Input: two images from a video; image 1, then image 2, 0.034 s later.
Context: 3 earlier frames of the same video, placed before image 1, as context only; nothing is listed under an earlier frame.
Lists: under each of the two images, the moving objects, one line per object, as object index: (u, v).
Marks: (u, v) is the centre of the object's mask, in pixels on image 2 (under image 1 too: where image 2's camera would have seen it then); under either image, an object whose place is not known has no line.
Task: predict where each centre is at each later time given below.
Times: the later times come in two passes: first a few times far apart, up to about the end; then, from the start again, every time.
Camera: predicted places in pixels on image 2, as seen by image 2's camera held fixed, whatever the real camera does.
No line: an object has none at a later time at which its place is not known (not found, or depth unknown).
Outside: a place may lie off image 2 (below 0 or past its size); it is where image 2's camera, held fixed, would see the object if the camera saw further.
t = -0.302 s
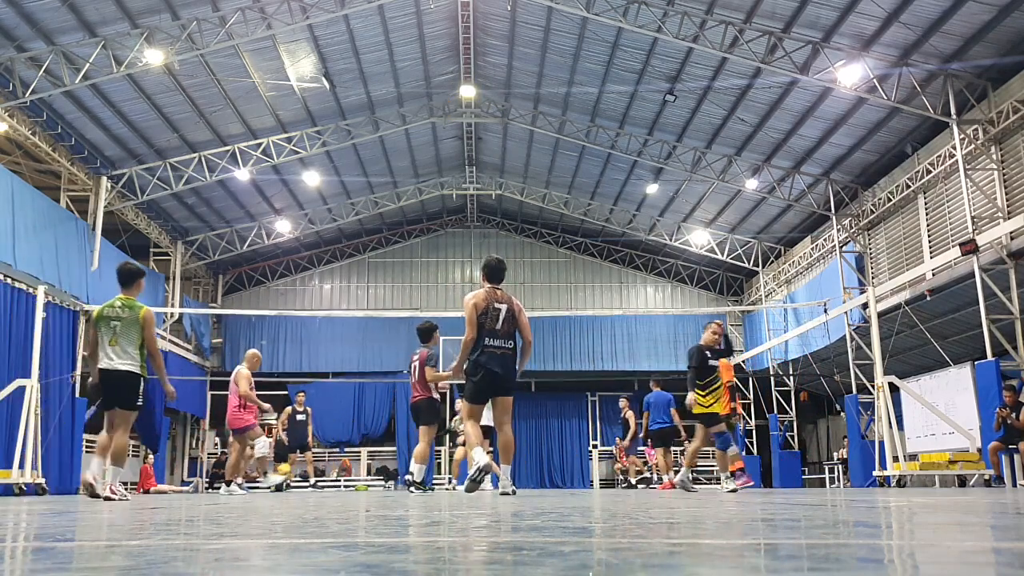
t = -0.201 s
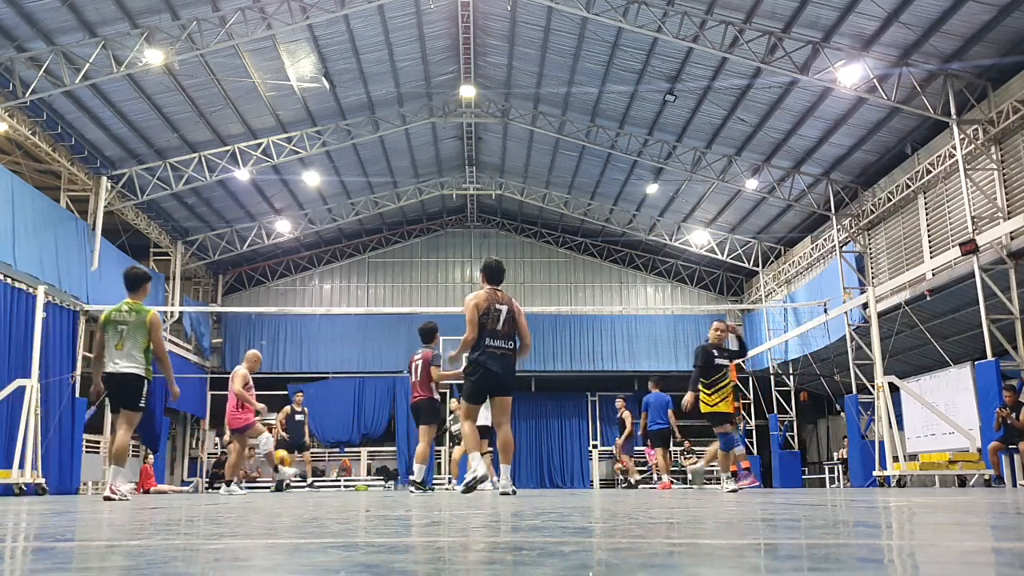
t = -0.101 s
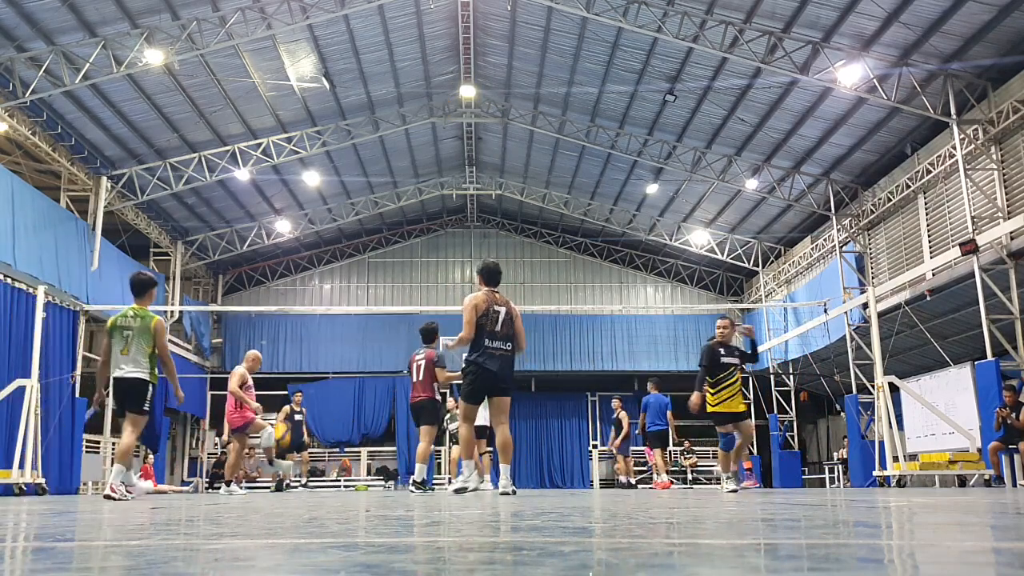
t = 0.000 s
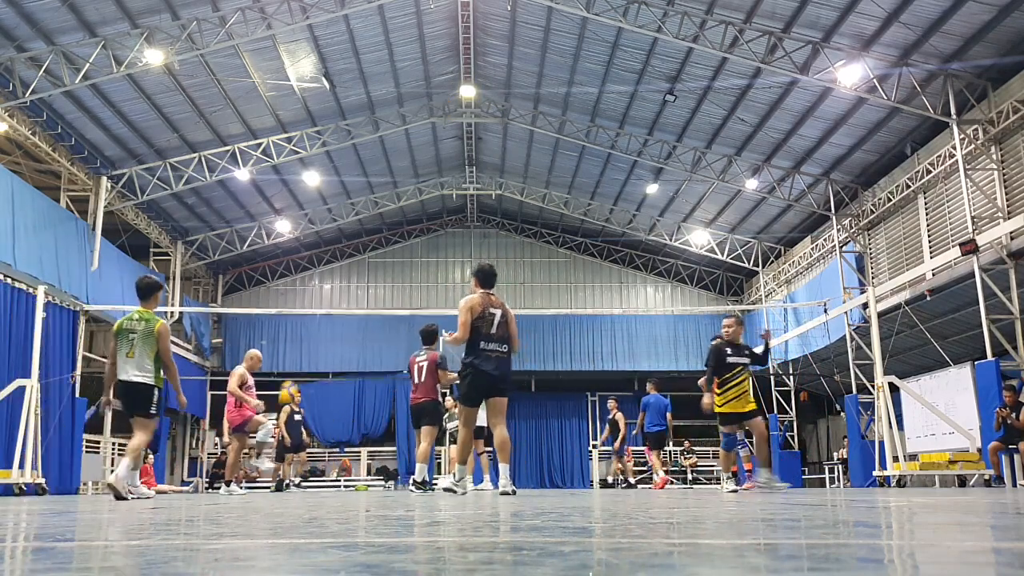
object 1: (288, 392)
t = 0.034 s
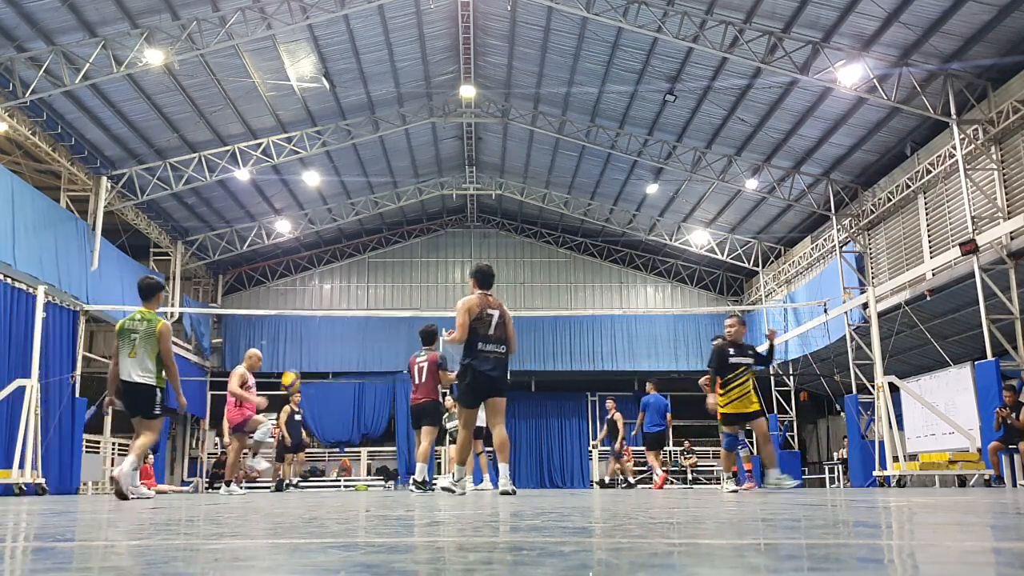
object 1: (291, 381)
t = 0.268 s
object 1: (305, 328)
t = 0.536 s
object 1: (320, 324)
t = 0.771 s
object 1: (333, 375)
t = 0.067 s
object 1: (292, 371)
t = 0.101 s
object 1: (295, 362)
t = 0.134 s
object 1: (297, 353)
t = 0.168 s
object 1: (299, 345)
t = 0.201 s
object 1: (301, 338)
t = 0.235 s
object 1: (303, 333)
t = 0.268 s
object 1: (305, 328)
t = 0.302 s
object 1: (308, 324)
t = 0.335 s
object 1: (309, 322)
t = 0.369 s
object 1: (311, 320)
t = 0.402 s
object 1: (313, 320)
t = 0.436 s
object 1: (315, 320)
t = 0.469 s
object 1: (317, 321)
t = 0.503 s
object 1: (319, 322)
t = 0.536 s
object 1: (320, 324)
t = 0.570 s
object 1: (322, 328)
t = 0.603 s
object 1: (324, 333)
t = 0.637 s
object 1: (326, 339)
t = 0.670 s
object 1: (328, 347)
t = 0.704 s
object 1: (329, 354)
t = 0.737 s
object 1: (331, 364)
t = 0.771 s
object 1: (333, 375)
